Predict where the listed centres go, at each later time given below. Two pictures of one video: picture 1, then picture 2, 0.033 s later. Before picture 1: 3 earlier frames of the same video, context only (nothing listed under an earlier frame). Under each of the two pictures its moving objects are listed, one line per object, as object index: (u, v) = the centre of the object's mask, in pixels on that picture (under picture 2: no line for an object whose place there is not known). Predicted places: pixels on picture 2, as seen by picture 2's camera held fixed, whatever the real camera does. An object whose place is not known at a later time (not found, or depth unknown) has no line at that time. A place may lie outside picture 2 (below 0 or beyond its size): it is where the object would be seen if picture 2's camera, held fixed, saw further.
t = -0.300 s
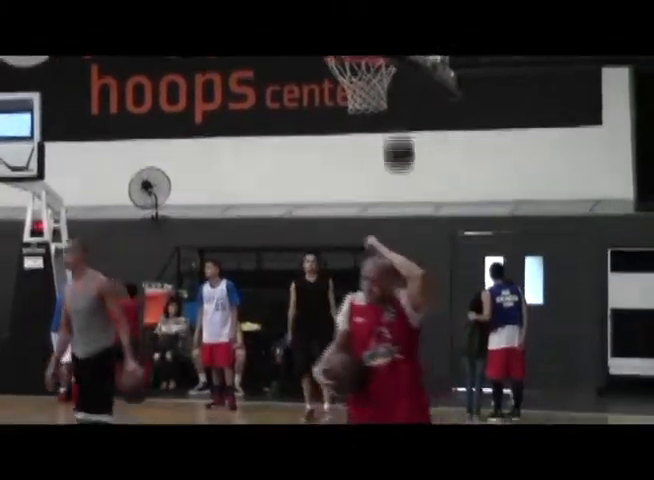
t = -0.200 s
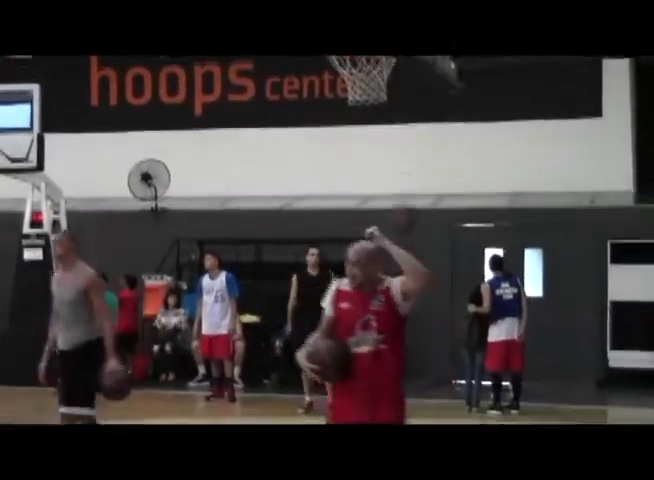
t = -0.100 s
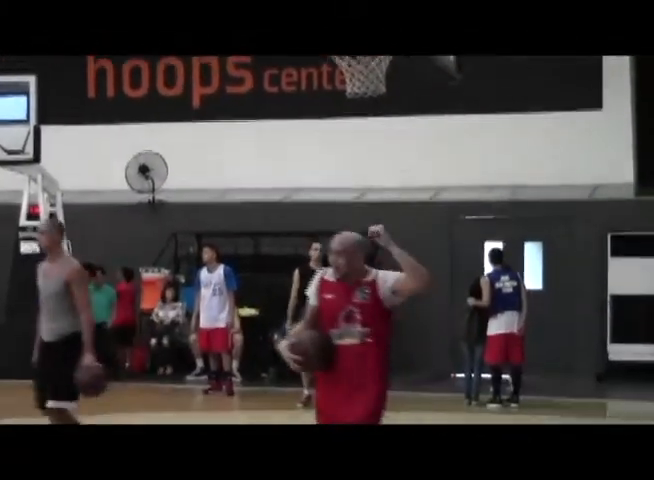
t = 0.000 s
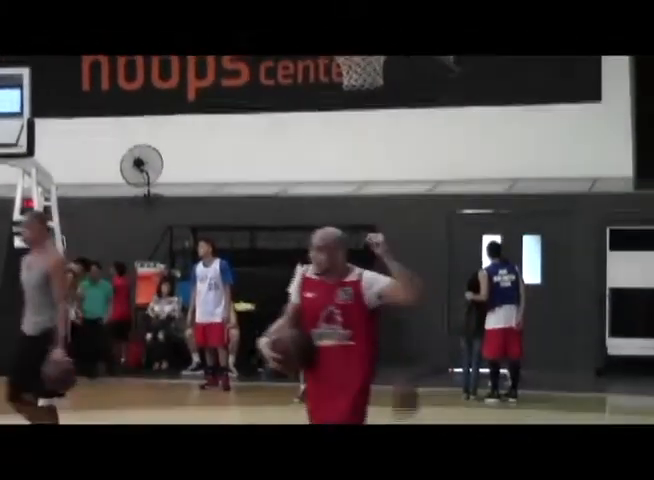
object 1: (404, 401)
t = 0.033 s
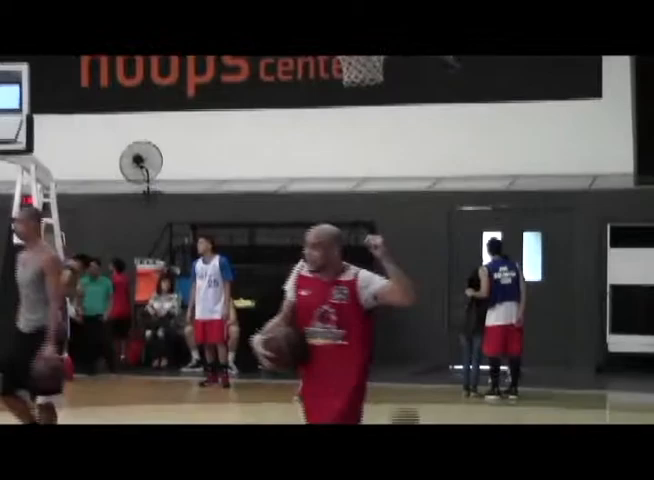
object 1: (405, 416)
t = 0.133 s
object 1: (410, 383)
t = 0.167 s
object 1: (404, 362)
